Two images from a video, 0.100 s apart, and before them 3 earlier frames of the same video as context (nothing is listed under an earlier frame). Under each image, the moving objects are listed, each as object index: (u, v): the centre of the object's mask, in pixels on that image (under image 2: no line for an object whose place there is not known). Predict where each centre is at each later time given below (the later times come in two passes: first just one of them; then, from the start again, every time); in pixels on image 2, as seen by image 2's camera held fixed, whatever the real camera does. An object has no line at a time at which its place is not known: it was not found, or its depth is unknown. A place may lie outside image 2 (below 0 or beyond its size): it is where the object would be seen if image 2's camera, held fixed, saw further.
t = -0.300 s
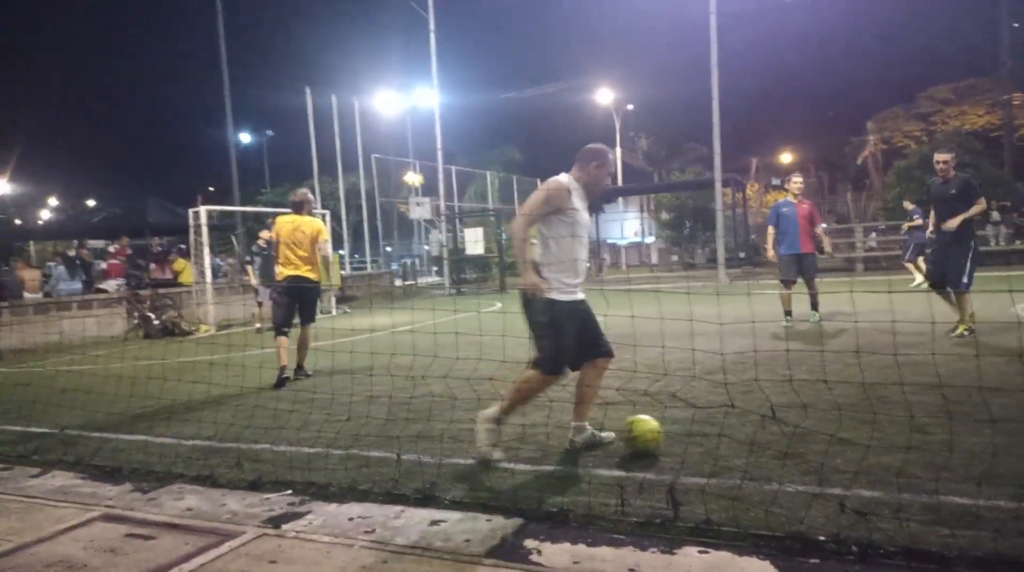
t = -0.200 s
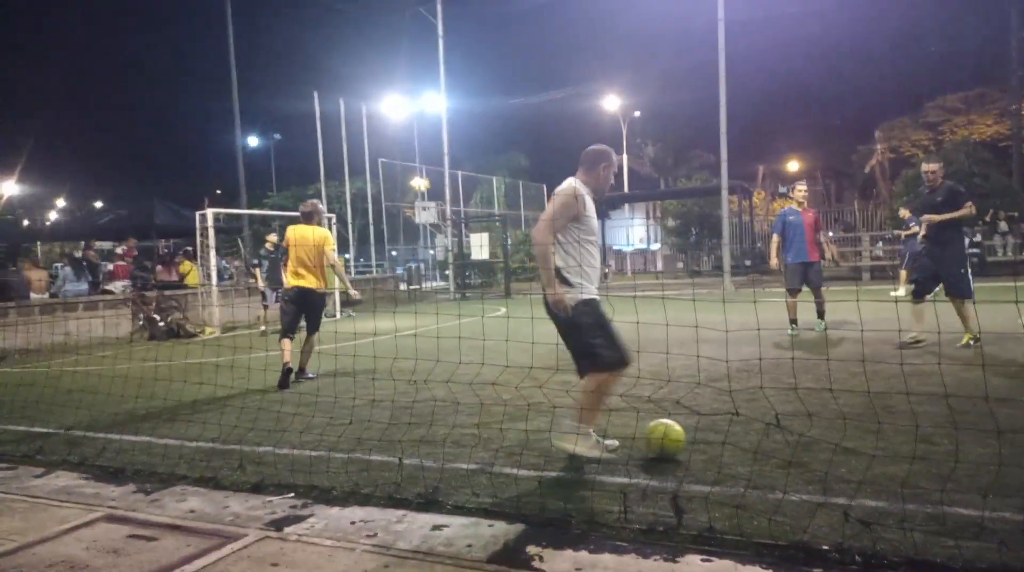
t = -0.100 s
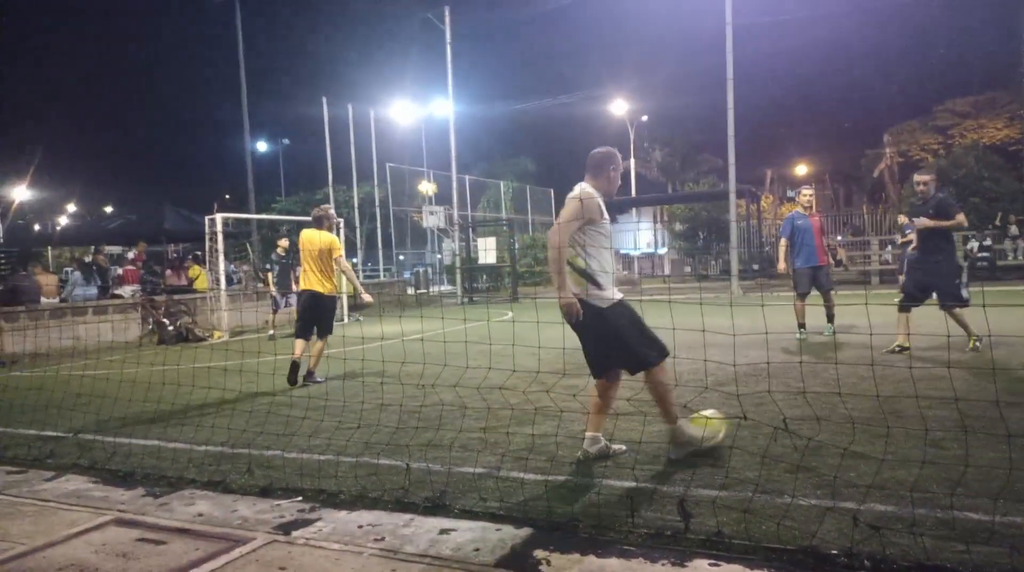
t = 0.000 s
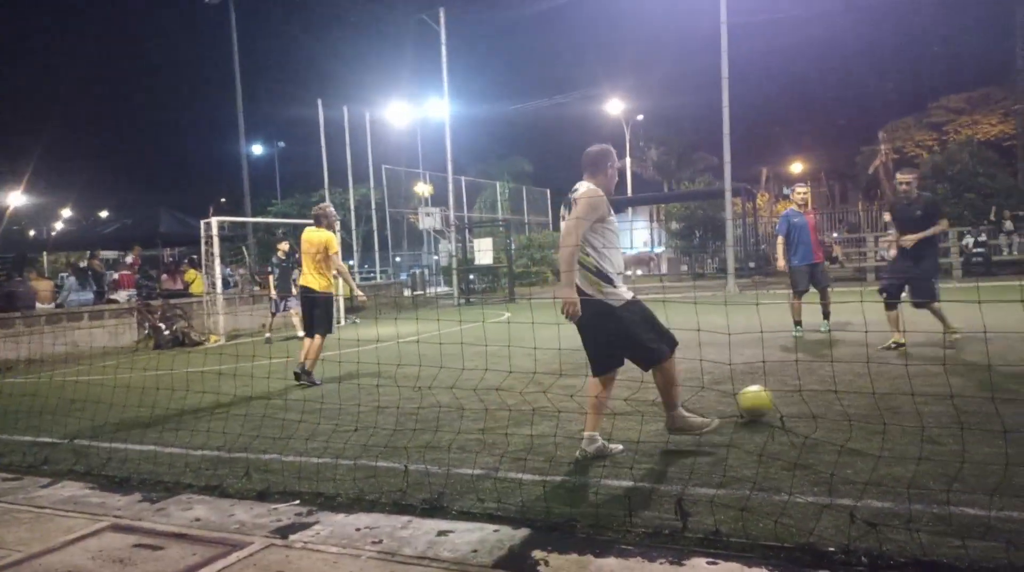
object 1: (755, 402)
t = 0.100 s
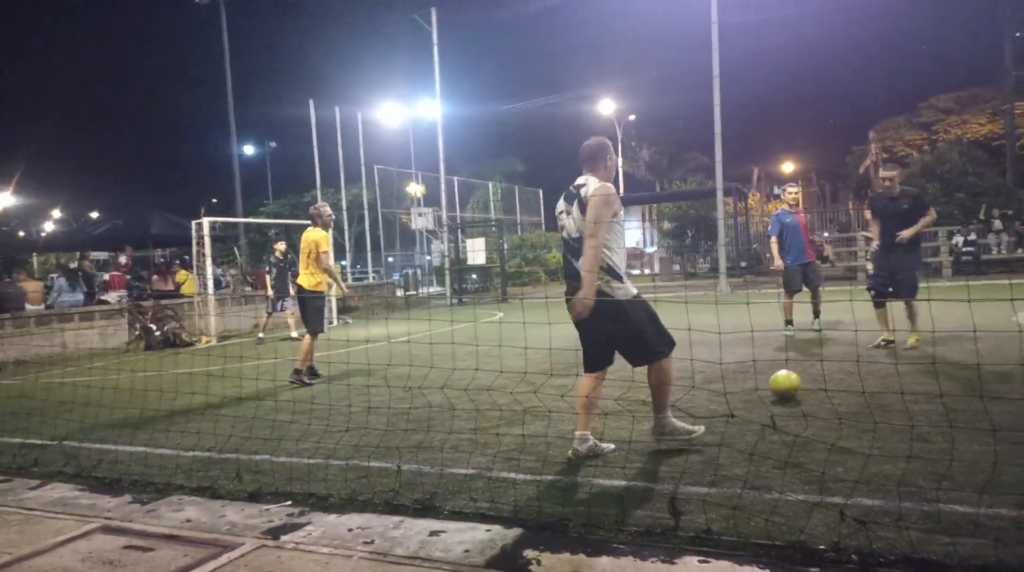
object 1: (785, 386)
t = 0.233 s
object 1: (821, 368)
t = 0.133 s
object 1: (794, 380)
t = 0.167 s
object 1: (804, 376)
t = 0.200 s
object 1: (813, 372)
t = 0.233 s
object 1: (821, 368)
